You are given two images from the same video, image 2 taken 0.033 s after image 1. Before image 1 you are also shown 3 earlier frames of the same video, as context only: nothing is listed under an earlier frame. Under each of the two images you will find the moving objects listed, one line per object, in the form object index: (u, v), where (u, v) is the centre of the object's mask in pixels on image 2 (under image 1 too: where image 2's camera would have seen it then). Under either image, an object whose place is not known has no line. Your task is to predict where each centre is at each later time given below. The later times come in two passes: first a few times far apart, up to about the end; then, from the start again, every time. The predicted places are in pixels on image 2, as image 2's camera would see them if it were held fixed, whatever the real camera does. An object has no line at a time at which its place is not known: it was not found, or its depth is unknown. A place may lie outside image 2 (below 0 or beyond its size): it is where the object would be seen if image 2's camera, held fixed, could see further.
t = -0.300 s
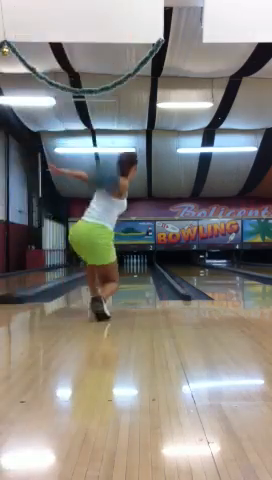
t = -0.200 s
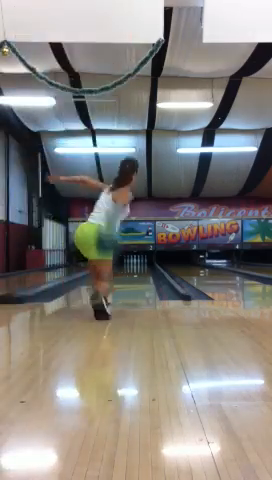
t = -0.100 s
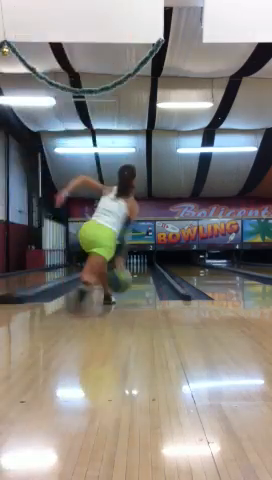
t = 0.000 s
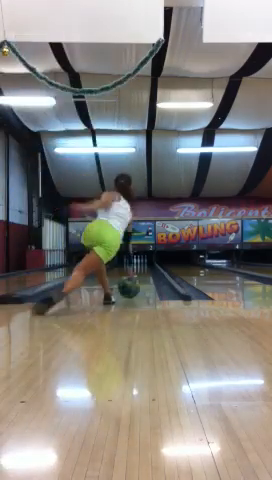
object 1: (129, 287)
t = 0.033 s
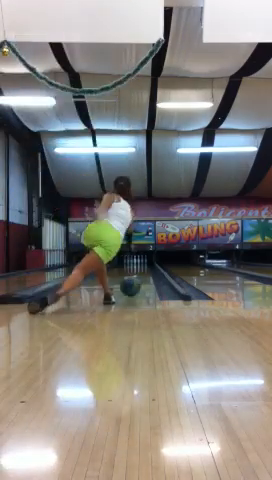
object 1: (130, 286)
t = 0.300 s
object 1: (136, 278)
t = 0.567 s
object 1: (139, 273)
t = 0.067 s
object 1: (131, 286)
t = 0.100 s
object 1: (132, 284)
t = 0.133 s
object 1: (133, 284)
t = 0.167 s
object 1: (134, 282)
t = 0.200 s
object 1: (134, 281)
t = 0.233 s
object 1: (136, 280)
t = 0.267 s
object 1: (136, 279)
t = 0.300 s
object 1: (136, 278)
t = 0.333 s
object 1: (137, 278)
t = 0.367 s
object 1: (137, 277)
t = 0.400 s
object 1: (138, 276)
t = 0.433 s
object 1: (138, 275)
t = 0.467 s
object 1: (138, 275)
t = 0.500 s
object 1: (138, 274)
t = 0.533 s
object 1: (139, 274)
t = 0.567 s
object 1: (139, 273)
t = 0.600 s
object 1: (140, 273)
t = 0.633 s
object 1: (140, 273)
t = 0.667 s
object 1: (140, 272)
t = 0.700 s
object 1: (140, 272)
